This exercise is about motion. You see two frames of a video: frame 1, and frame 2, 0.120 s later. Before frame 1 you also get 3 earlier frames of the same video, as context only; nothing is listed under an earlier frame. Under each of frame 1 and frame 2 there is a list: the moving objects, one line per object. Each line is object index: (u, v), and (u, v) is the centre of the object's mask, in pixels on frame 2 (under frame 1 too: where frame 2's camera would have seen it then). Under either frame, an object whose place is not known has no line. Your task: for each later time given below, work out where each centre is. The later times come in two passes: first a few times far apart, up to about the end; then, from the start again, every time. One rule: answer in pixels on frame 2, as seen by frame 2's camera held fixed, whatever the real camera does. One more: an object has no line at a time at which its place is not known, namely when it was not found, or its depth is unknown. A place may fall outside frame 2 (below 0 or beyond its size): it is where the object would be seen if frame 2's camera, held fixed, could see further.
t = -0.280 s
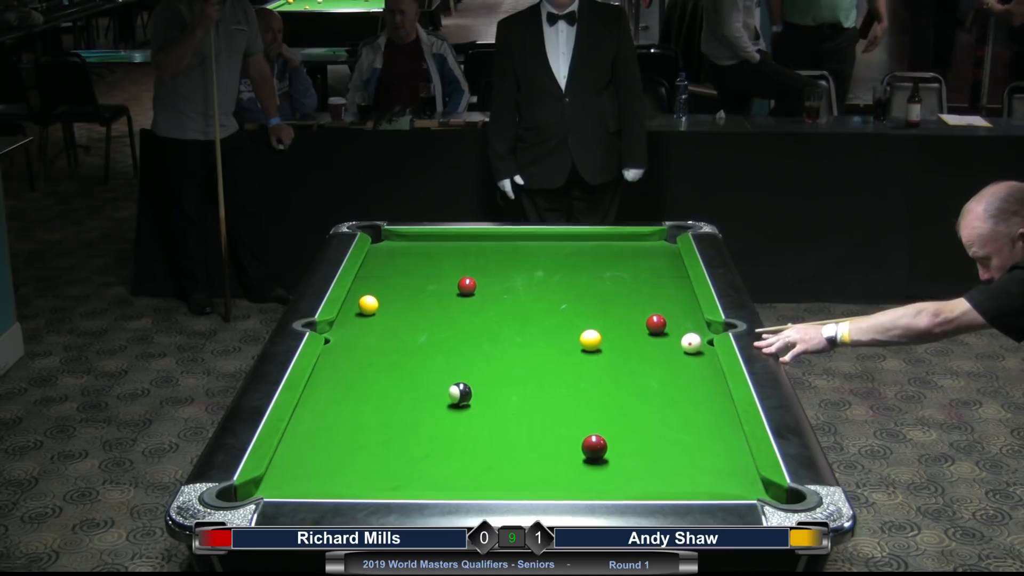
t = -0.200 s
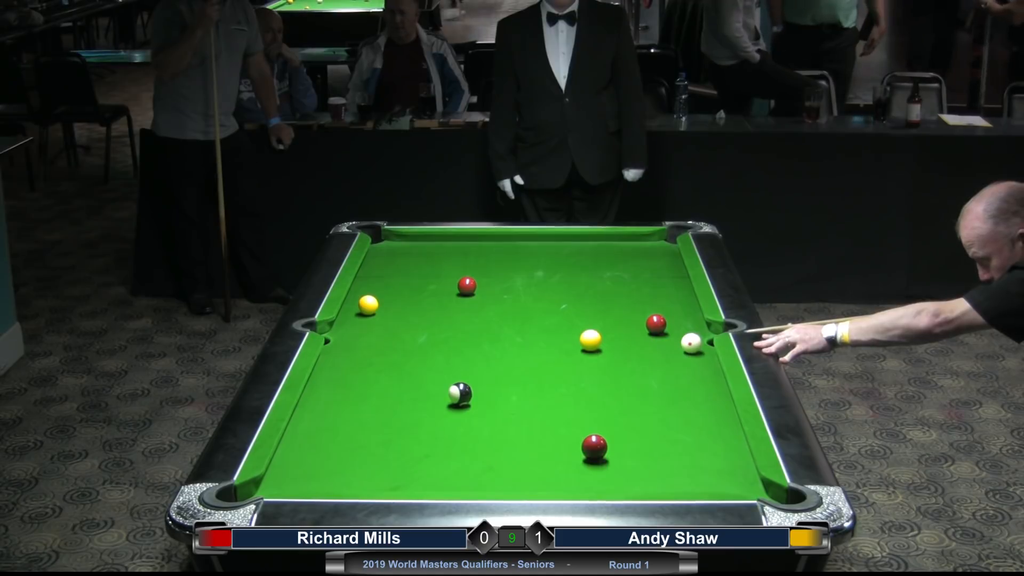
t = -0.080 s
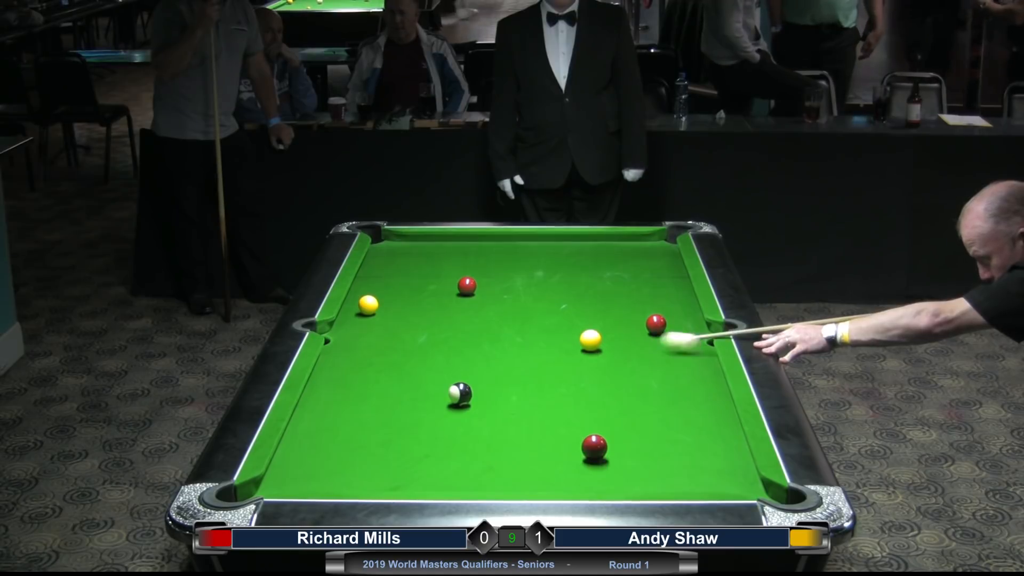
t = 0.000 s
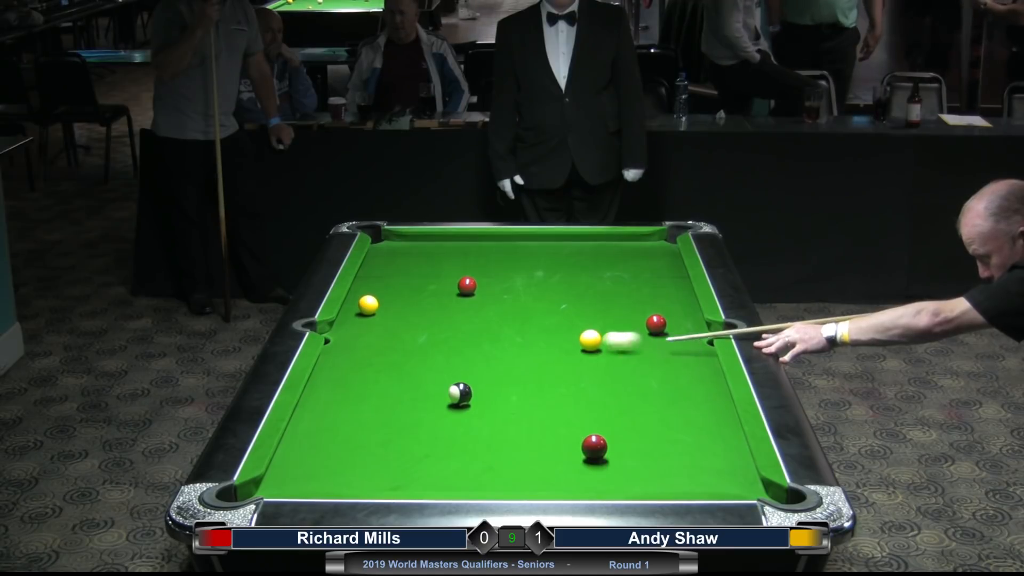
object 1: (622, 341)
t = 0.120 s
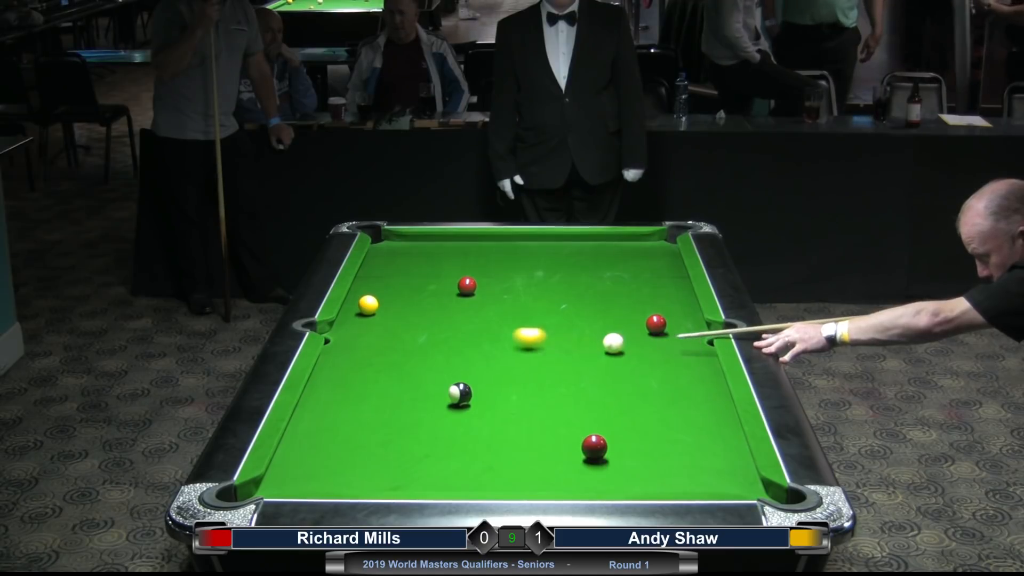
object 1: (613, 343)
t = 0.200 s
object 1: (607, 344)
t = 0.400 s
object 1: (582, 345)
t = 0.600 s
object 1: (558, 347)
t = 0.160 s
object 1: (611, 344)
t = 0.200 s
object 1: (607, 344)
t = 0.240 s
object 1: (602, 344)
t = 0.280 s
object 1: (597, 344)
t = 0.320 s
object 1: (592, 345)
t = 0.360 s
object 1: (587, 345)
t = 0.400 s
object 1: (582, 345)
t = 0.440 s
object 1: (577, 346)
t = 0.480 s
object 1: (572, 346)
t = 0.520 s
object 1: (567, 346)
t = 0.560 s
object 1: (563, 346)
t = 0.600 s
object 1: (558, 347)
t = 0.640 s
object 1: (554, 347)
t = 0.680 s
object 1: (549, 347)
